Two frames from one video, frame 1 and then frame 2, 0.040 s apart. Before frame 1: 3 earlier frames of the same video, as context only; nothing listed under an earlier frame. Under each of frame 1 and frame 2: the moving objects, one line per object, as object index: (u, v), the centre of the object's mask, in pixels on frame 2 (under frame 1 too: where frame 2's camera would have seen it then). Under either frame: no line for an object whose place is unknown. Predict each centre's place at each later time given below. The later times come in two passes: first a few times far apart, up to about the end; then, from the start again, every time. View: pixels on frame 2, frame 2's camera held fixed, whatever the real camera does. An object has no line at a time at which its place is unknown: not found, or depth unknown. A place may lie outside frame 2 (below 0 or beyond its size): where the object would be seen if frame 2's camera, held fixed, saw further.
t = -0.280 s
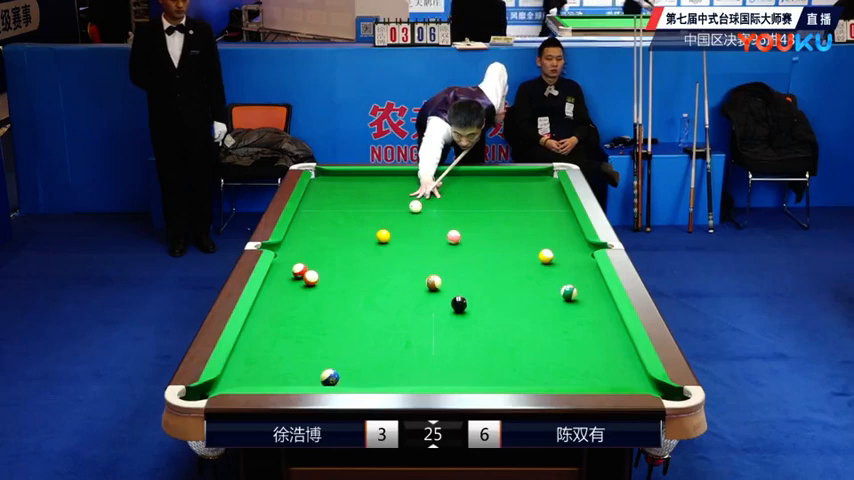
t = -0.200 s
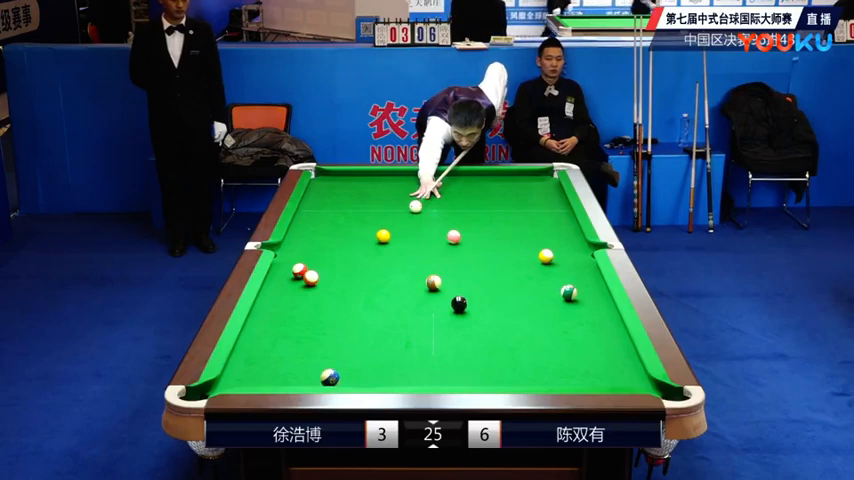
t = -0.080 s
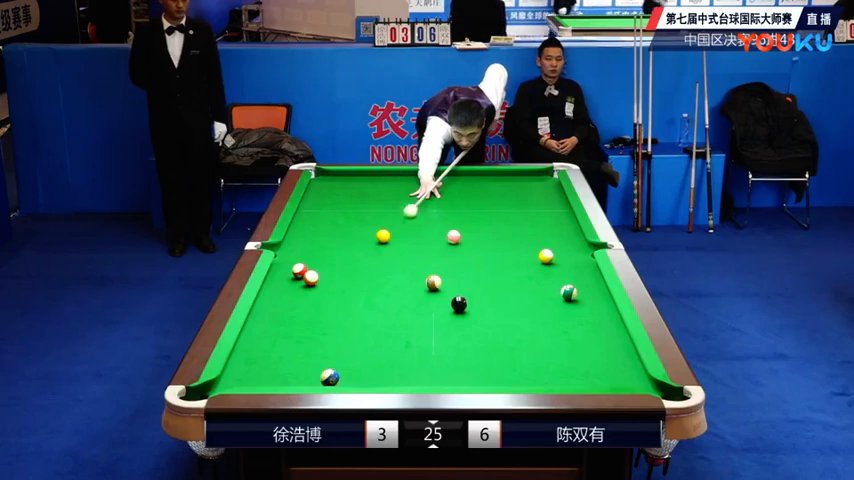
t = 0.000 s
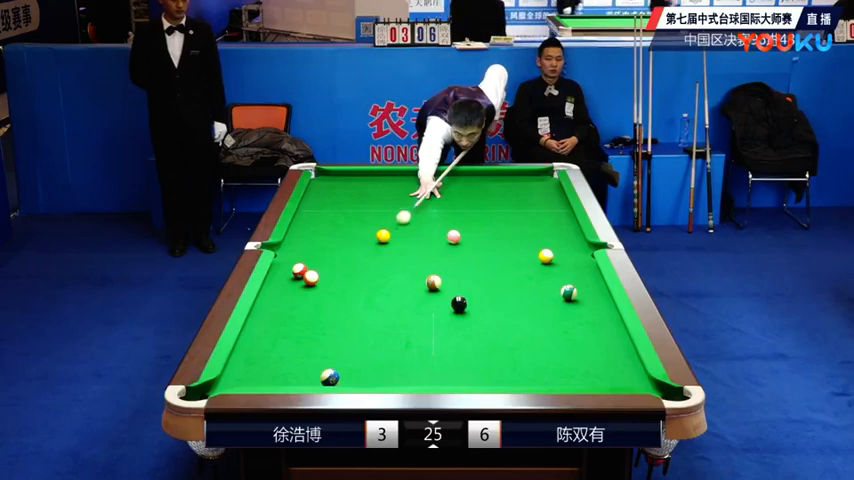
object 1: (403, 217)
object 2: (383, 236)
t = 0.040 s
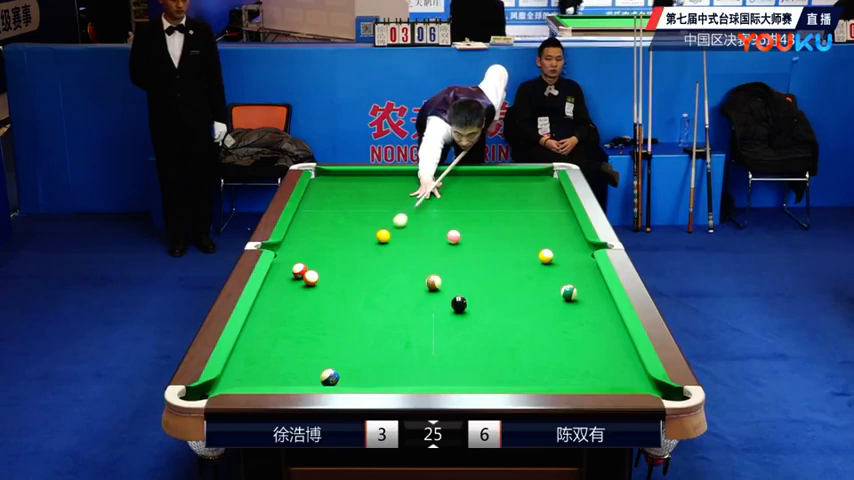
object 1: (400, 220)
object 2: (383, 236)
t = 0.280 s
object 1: (386, 232)
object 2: (376, 242)
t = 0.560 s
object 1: (380, 237)
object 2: (360, 258)
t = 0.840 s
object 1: (374, 242)
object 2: (344, 274)
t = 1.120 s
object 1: (368, 246)
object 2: (327, 291)
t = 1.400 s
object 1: (364, 249)
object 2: (308, 310)
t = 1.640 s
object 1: (360, 252)
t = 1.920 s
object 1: (356, 255)
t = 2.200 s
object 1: (353, 258)
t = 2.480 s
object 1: (350, 260)
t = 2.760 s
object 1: (348, 261)
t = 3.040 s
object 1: (347, 262)
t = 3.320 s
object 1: (347, 262)
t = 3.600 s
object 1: (347, 262)
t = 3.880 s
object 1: (347, 262)
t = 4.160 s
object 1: (347, 262)
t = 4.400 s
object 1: (347, 262)
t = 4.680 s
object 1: (347, 262)
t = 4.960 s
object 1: (347, 262)
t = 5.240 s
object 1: (347, 262)
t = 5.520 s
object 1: (347, 262)
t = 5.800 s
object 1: (347, 262)
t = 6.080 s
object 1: (347, 262)
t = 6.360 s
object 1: (347, 262)
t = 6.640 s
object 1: (347, 262)
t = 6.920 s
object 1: (347, 262)
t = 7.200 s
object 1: (347, 262)
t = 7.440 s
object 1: (347, 262)
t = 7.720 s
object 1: (347, 262)
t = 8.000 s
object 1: (347, 262)
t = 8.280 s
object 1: (347, 262)
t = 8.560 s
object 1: (347, 262)
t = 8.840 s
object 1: (347, 262)
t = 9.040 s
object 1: (347, 262)
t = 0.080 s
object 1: (397, 223)
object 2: (383, 236)
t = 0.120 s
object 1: (393, 226)
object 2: (383, 236)
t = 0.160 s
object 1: (391, 228)
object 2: (383, 237)
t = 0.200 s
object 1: (389, 230)
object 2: (382, 237)
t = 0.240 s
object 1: (388, 231)
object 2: (379, 239)
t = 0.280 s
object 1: (386, 232)
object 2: (376, 242)
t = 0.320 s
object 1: (385, 233)
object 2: (374, 245)
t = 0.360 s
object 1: (384, 234)
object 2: (371, 247)
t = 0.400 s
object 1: (384, 234)
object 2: (369, 249)
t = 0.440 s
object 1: (382, 235)
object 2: (367, 251)
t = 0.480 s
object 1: (382, 236)
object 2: (365, 254)
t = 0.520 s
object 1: (381, 236)
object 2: (363, 256)
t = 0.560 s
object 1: (380, 237)
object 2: (360, 258)
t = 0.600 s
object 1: (379, 238)
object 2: (358, 260)
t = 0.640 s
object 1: (378, 238)
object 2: (355, 263)
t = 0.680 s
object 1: (377, 239)
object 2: (353, 265)
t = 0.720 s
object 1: (376, 240)
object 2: (351, 267)
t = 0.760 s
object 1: (375, 240)
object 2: (349, 270)
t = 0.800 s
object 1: (375, 241)
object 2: (346, 272)
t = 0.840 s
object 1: (374, 242)
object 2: (344, 274)
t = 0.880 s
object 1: (373, 242)
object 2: (341, 277)
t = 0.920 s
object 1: (372, 243)
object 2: (339, 279)
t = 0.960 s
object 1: (371, 243)
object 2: (337, 282)
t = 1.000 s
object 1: (371, 244)
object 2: (334, 284)
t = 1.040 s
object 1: (370, 244)
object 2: (332, 287)
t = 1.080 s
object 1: (369, 245)
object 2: (329, 289)
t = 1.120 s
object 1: (368, 246)
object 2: (327, 291)
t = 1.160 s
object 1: (368, 246)
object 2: (324, 294)
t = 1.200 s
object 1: (367, 247)
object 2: (321, 297)
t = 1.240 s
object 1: (366, 247)
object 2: (319, 299)
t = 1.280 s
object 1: (366, 248)
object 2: (316, 302)
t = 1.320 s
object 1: (365, 248)
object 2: (313, 304)
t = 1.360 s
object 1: (364, 249)
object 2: (311, 307)
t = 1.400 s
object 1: (364, 249)
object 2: (308, 310)
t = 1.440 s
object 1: (363, 250)
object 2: (305, 312)
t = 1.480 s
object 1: (362, 250)
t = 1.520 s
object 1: (362, 250)
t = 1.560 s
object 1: (361, 251)
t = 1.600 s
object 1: (361, 252)
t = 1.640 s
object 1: (360, 252)
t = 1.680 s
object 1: (359, 252)
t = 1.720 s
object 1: (358, 253)
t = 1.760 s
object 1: (358, 253)
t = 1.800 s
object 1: (358, 254)
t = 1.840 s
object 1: (357, 254)
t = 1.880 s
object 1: (356, 255)
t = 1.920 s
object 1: (356, 255)
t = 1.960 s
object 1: (355, 255)
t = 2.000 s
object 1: (355, 256)
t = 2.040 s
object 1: (354, 256)
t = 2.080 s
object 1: (354, 256)
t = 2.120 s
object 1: (353, 257)
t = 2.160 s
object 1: (353, 257)
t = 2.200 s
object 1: (353, 258)
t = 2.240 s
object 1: (352, 258)
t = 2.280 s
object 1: (352, 258)
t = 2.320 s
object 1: (351, 258)
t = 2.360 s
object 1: (351, 259)
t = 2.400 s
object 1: (351, 259)
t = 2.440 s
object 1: (350, 259)
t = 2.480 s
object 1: (350, 260)
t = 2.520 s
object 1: (350, 260)
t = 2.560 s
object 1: (349, 260)
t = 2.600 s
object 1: (349, 260)
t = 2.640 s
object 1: (349, 260)
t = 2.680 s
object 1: (348, 261)
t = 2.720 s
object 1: (348, 261)
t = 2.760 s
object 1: (348, 261)
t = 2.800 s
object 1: (348, 261)
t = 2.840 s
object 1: (348, 261)
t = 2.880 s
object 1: (348, 261)
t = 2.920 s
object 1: (348, 261)
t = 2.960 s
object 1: (348, 261)
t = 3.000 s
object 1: (347, 262)
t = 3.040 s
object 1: (347, 262)
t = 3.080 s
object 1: (347, 262)
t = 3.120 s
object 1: (347, 262)
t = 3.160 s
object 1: (347, 262)
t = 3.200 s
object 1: (347, 262)
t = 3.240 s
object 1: (347, 262)
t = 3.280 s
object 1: (347, 262)
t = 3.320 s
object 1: (347, 262)
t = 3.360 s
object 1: (347, 262)
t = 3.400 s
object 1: (347, 262)
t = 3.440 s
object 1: (347, 262)
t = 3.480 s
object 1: (347, 262)
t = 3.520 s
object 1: (347, 262)
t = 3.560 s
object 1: (347, 262)
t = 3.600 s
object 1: (347, 262)
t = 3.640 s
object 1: (347, 262)
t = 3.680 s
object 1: (347, 262)
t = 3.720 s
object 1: (347, 262)
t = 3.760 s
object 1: (347, 262)
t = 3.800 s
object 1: (347, 262)
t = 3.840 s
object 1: (347, 262)
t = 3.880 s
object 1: (347, 262)
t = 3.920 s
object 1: (347, 262)
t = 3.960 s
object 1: (347, 262)
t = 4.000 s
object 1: (347, 262)
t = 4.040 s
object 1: (347, 262)
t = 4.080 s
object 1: (347, 262)
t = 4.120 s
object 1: (347, 262)
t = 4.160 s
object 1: (347, 262)
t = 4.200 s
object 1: (347, 262)
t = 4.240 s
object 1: (347, 262)
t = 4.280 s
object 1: (347, 262)
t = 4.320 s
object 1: (347, 262)
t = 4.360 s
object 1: (347, 262)
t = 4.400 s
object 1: (347, 262)
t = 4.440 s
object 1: (347, 262)
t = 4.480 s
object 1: (347, 262)
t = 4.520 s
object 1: (347, 262)
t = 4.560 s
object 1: (347, 262)
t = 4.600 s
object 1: (347, 262)
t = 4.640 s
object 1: (347, 262)
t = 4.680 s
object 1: (347, 262)
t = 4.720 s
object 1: (347, 262)
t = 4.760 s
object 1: (347, 262)
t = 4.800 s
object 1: (347, 262)
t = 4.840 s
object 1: (347, 262)
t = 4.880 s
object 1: (347, 262)
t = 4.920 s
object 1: (347, 262)
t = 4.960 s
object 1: (347, 262)
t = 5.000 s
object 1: (347, 262)
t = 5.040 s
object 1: (347, 262)
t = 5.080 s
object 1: (347, 262)
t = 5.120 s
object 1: (347, 262)
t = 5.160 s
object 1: (347, 262)
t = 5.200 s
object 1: (347, 262)
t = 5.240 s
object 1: (347, 262)
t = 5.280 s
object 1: (347, 262)
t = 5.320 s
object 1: (347, 262)
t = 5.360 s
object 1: (347, 262)
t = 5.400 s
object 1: (347, 262)
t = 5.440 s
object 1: (347, 262)
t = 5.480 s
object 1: (347, 262)
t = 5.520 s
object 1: (347, 262)
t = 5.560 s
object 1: (347, 262)
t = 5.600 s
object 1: (347, 262)
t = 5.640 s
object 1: (347, 262)
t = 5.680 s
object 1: (347, 262)
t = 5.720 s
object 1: (347, 262)
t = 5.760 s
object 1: (347, 262)
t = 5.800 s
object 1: (347, 262)
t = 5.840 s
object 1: (347, 262)
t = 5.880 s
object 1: (347, 262)
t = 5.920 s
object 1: (347, 262)
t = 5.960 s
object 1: (347, 262)
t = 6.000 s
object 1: (347, 262)
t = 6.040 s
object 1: (347, 262)
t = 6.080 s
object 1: (347, 262)
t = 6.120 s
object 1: (347, 262)
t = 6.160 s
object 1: (347, 262)
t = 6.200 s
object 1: (347, 262)
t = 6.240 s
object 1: (347, 262)
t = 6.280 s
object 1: (347, 262)
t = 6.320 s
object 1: (347, 262)
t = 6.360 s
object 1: (347, 262)
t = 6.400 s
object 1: (347, 262)
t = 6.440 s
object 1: (347, 262)
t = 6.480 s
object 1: (347, 262)
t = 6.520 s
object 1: (347, 262)
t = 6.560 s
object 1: (347, 262)
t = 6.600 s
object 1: (347, 262)
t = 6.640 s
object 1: (347, 262)
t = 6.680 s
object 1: (347, 262)
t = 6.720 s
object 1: (347, 262)
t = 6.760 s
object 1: (347, 262)
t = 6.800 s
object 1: (347, 262)
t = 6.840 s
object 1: (347, 262)
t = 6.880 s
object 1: (347, 262)
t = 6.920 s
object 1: (347, 262)
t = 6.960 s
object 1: (347, 262)
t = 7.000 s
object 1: (347, 262)
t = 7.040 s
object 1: (347, 262)
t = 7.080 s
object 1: (347, 262)
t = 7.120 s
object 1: (347, 262)
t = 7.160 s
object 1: (347, 262)
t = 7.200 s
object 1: (347, 262)
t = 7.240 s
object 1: (347, 262)
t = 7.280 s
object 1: (347, 262)
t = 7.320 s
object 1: (347, 262)
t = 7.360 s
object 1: (347, 262)
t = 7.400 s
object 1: (347, 262)
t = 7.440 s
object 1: (347, 262)
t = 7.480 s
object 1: (347, 262)
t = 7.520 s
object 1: (347, 262)
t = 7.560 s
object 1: (347, 262)
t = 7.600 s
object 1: (347, 262)
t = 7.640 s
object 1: (347, 262)
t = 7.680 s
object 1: (347, 262)
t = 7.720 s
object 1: (347, 262)
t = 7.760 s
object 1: (347, 262)
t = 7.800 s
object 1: (347, 262)
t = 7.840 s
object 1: (347, 262)
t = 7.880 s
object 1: (347, 262)
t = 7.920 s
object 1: (347, 262)
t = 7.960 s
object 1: (347, 262)
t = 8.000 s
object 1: (347, 262)
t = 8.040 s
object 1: (347, 262)
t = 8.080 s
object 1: (347, 262)
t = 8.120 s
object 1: (347, 262)
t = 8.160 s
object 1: (347, 262)
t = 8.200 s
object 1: (347, 262)
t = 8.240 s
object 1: (347, 262)
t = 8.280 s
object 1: (347, 262)
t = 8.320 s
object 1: (347, 262)
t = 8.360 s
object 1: (347, 262)
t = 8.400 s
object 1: (347, 262)
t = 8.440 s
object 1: (347, 262)
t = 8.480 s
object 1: (347, 262)
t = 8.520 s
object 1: (347, 262)
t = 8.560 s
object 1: (347, 262)
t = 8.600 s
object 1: (347, 262)
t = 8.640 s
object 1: (347, 262)
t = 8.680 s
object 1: (347, 262)
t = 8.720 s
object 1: (347, 262)
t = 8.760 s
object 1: (347, 262)
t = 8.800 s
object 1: (347, 262)
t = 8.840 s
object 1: (347, 262)
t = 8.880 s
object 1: (347, 262)
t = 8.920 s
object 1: (347, 262)
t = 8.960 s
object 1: (347, 262)
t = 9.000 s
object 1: (347, 262)
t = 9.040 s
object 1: (347, 262)
